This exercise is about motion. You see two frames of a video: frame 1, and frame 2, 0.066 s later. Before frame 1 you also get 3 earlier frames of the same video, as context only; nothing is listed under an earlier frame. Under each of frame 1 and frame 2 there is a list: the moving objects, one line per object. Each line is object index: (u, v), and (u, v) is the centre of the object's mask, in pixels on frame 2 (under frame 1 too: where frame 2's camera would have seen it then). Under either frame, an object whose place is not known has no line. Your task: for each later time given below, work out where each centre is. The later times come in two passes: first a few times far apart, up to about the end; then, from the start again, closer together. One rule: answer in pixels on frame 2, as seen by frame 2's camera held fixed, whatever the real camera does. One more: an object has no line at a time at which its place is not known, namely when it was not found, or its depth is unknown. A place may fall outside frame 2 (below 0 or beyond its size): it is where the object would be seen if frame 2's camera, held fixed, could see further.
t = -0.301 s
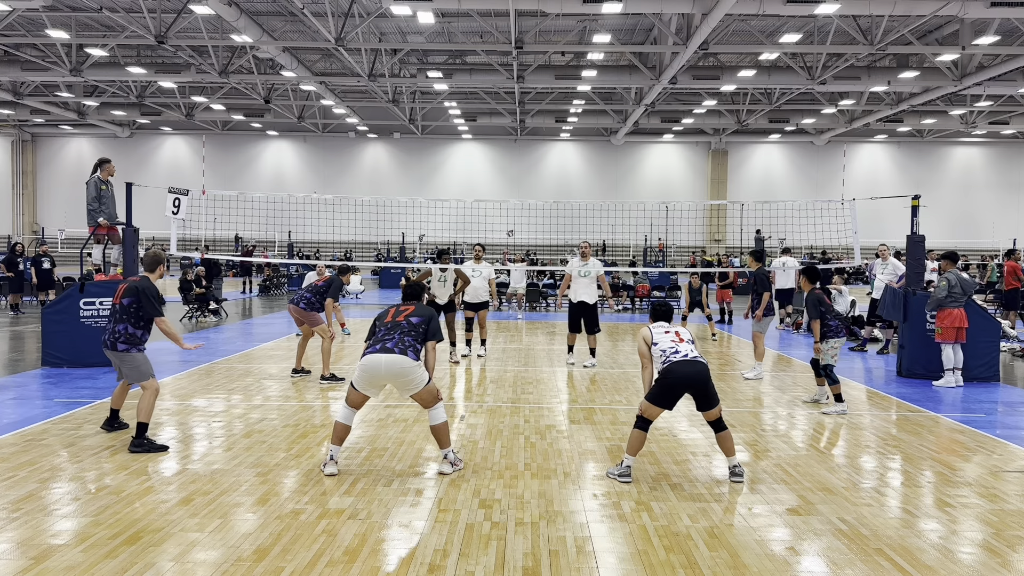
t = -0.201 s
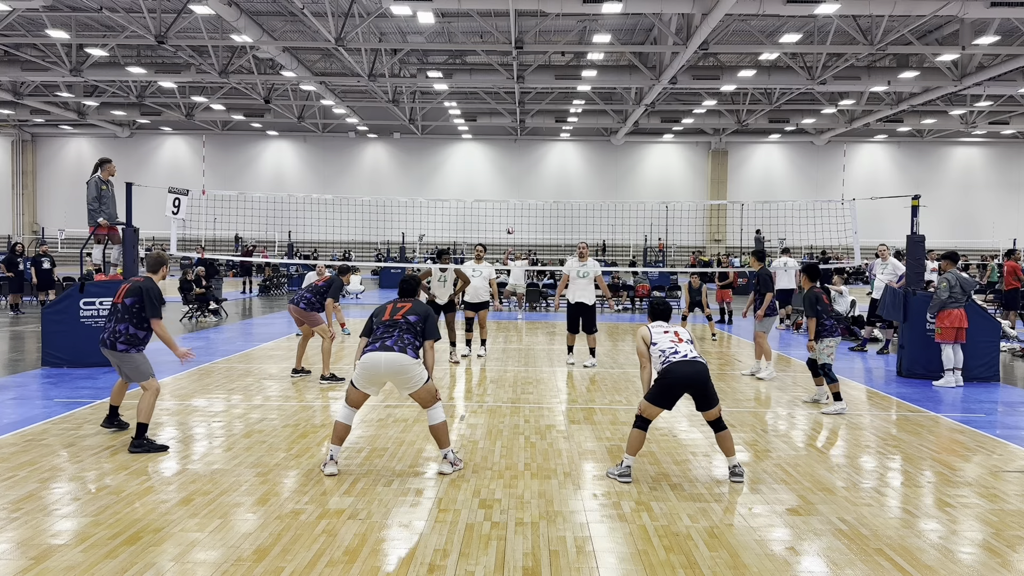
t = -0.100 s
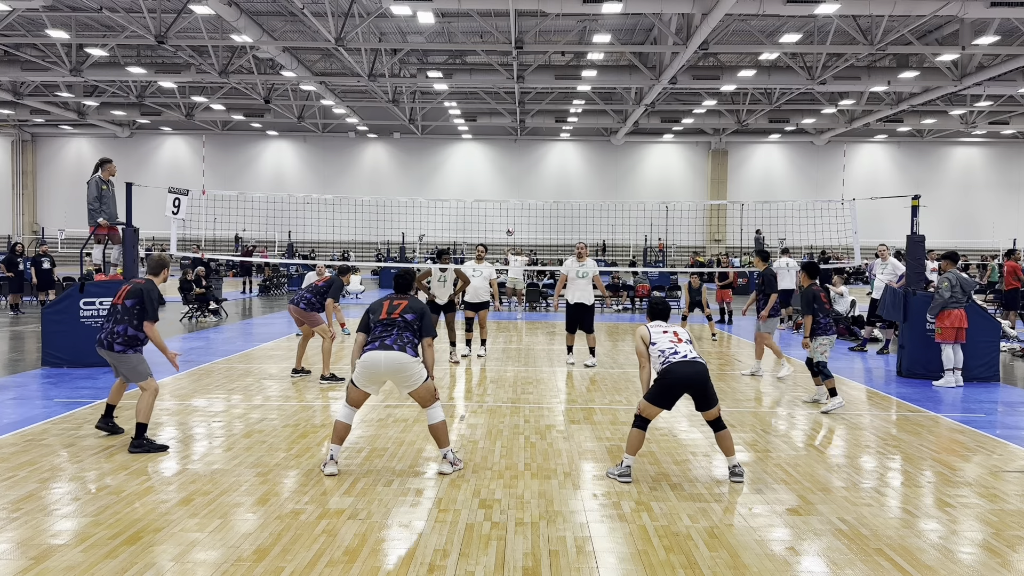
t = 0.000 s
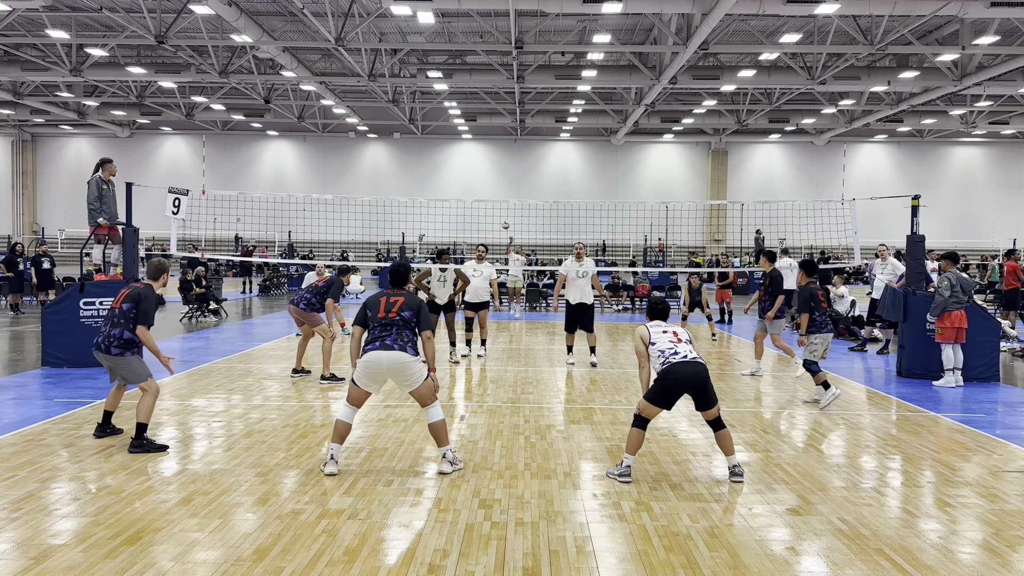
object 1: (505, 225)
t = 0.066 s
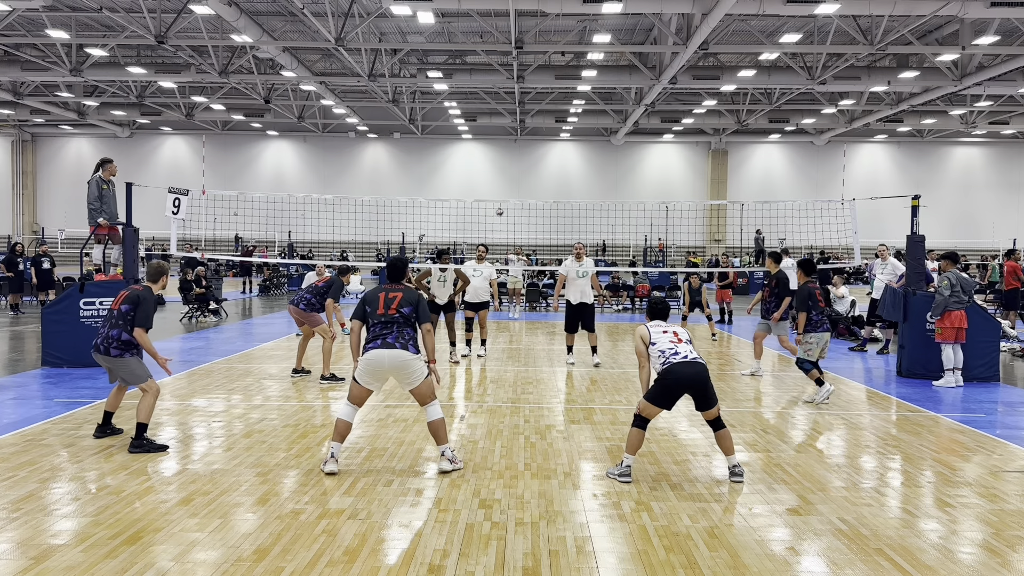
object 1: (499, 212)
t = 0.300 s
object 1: (476, 167)
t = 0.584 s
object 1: (447, 131)
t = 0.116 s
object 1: (495, 202)
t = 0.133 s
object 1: (493, 197)
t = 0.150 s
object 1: (491, 195)
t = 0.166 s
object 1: (490, 192)
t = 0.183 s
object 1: (488, 189)
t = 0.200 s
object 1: (487, 186)
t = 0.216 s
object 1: (485, 182)
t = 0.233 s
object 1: (483, 179)
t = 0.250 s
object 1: (482, 176)
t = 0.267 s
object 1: (480, 173)
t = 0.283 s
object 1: (478, 170)
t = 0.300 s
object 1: (476, 167)
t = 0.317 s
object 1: (475, 164)
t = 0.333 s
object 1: (473, 161)
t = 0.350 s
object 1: (471, 159)
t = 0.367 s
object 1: (470, 156)
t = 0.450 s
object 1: (461, 143)
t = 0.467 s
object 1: (459, 141)
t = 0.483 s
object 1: (457, 140)
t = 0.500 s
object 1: (456, 138)
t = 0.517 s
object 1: (454, 136)
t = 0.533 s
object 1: (452, 135)
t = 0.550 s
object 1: (451, 133)
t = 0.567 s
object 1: (449, 132)
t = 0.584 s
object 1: (447, 131)
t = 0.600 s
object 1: (445, 130)
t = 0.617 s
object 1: (443, 129)
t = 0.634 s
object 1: (441, 129)
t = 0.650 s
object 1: (438, 128)
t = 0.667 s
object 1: (436, 128)
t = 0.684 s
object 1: (434, 128)
